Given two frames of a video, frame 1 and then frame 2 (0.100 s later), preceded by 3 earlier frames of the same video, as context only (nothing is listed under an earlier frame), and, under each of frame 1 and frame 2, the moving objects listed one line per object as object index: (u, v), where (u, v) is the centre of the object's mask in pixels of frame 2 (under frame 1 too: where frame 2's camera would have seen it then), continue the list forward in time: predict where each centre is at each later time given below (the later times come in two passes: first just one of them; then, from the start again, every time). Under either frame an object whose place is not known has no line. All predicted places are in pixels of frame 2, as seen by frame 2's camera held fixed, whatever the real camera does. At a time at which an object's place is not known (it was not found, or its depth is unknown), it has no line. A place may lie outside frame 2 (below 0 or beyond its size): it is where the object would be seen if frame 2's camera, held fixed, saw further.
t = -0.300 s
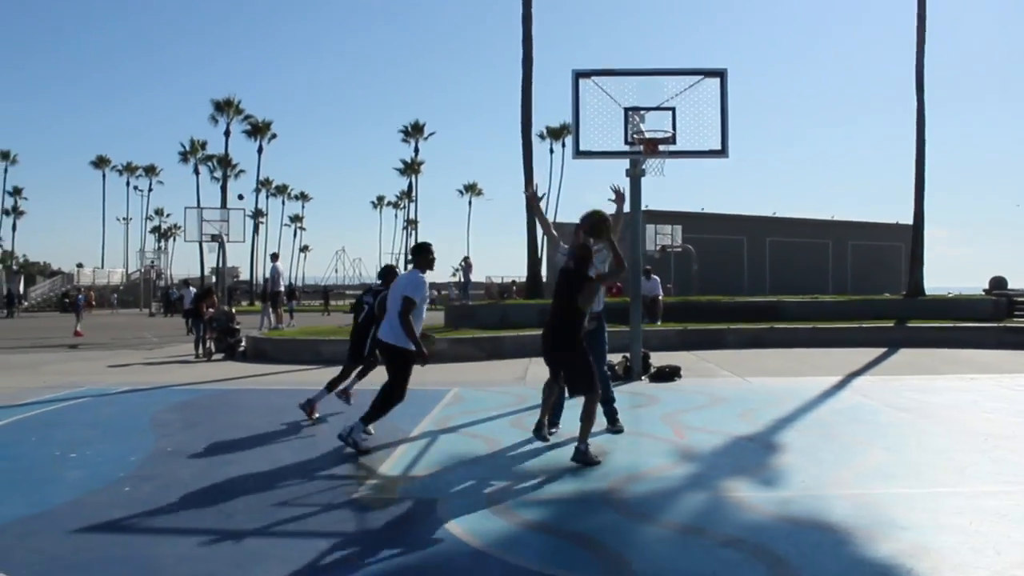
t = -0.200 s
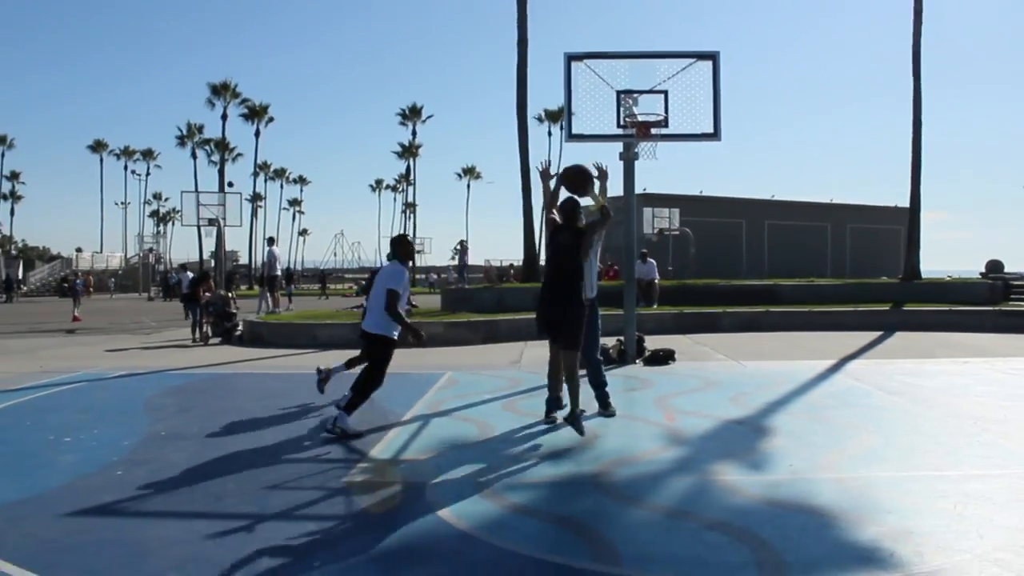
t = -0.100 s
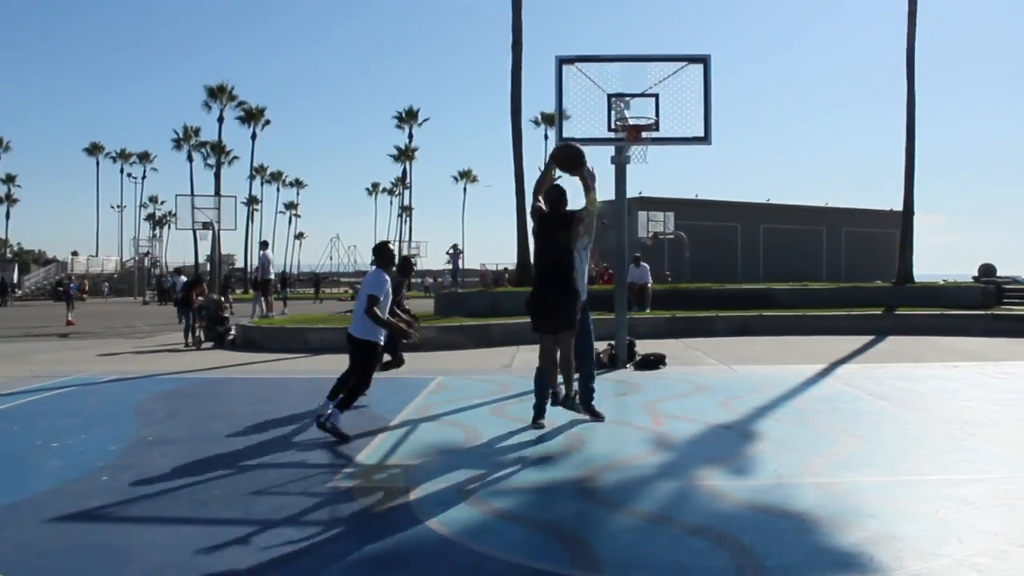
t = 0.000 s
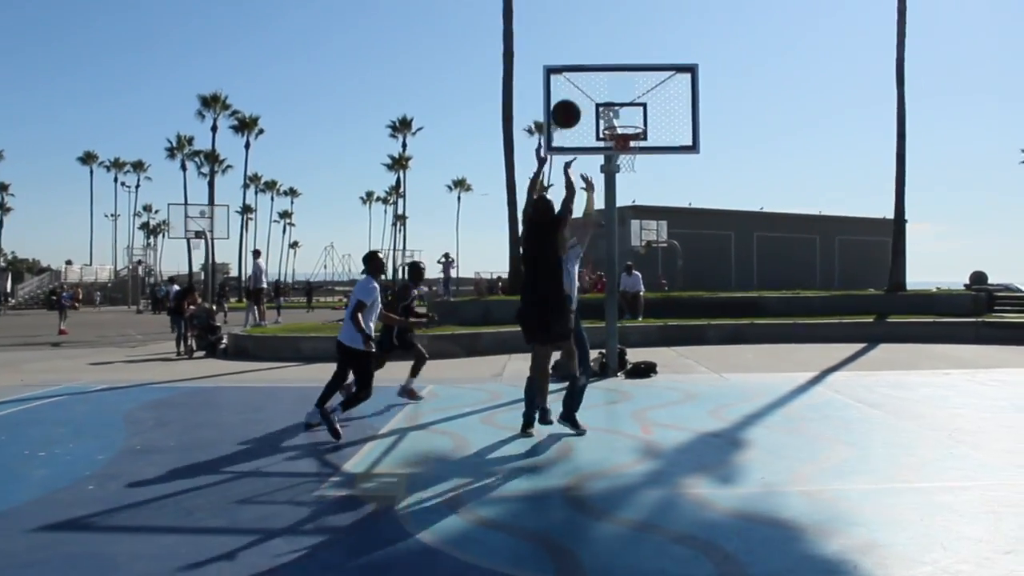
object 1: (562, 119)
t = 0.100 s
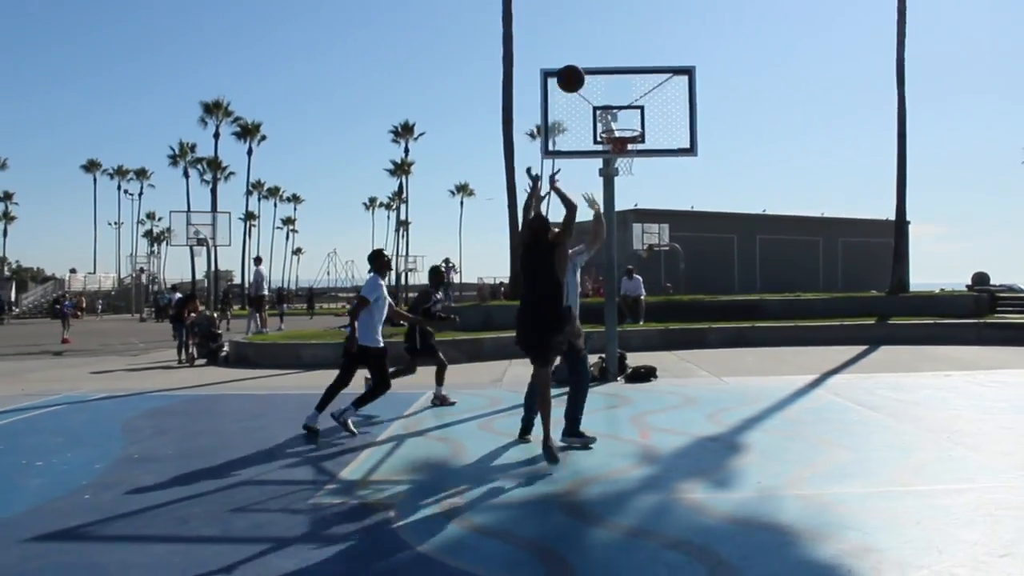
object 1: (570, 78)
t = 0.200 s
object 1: (577, 55)
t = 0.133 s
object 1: (572, 70)
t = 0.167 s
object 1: (574, 62)
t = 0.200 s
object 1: (577, 55)
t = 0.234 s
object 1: (579, 52)
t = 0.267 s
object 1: (581, 48)
